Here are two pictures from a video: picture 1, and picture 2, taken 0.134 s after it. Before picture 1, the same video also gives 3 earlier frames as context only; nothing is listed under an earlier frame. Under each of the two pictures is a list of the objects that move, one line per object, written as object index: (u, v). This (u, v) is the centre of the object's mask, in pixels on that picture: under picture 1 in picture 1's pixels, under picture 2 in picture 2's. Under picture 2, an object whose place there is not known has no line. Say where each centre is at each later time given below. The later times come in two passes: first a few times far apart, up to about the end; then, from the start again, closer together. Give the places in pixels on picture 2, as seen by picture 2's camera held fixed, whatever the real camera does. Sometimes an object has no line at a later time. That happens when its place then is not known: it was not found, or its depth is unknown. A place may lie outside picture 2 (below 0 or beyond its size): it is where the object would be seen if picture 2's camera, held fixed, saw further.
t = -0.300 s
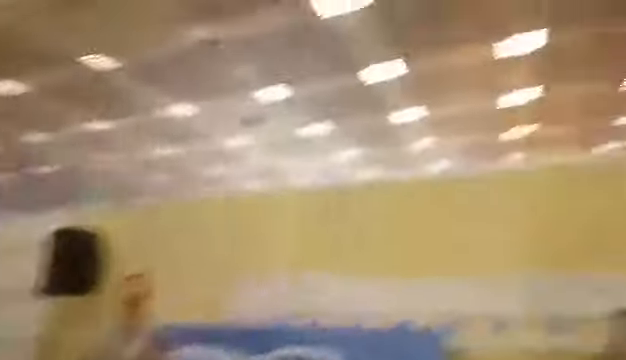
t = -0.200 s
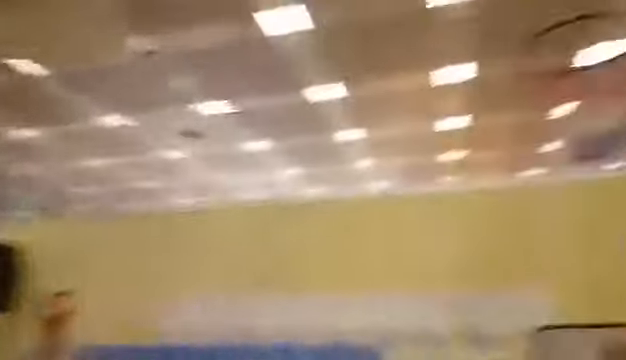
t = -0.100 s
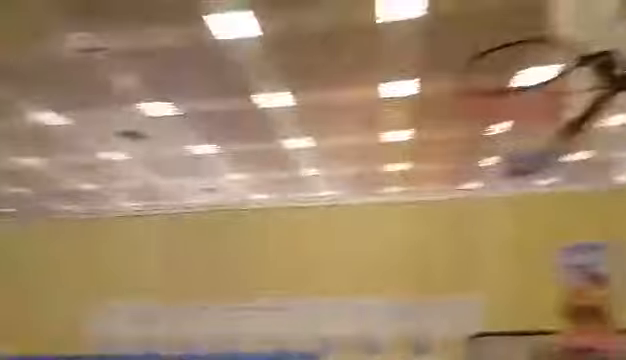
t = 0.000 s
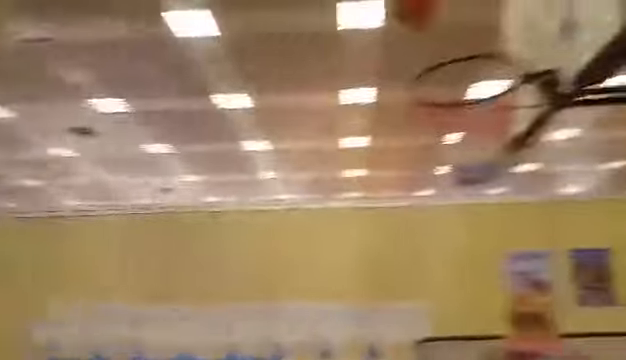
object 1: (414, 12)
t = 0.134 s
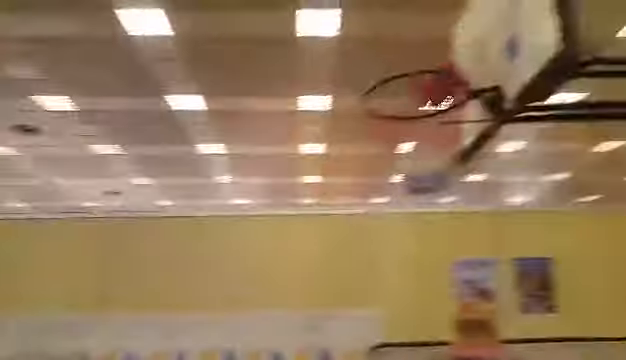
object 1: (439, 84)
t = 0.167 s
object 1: (418, 75)
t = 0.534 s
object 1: (179, 97)
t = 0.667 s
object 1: (83, 179)
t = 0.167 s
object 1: (418, 75)
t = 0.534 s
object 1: (179, 97)
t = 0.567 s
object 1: (153, 117)
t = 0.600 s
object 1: (134, 132)
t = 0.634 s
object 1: (106, 152)
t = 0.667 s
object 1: (83, 179)
